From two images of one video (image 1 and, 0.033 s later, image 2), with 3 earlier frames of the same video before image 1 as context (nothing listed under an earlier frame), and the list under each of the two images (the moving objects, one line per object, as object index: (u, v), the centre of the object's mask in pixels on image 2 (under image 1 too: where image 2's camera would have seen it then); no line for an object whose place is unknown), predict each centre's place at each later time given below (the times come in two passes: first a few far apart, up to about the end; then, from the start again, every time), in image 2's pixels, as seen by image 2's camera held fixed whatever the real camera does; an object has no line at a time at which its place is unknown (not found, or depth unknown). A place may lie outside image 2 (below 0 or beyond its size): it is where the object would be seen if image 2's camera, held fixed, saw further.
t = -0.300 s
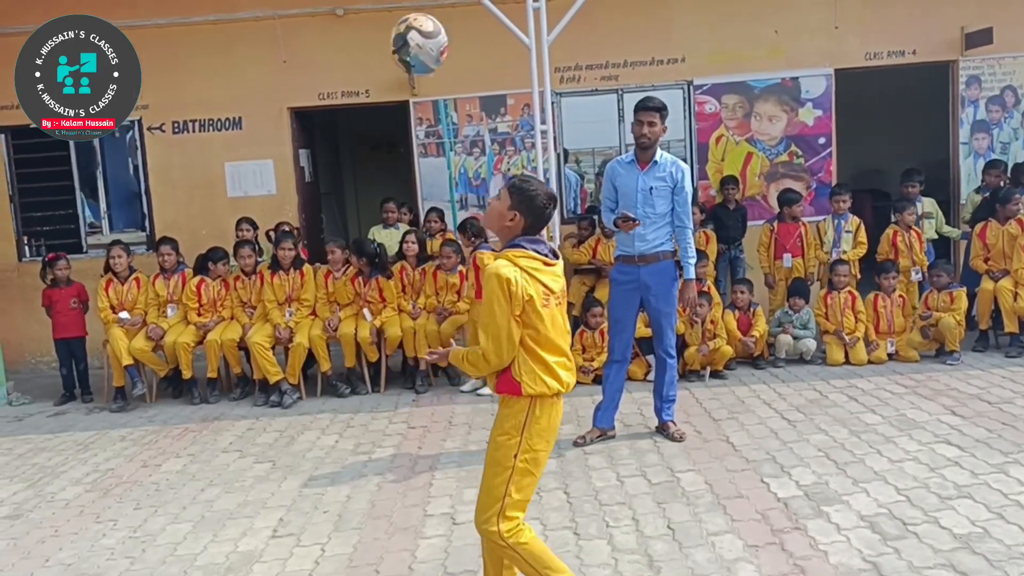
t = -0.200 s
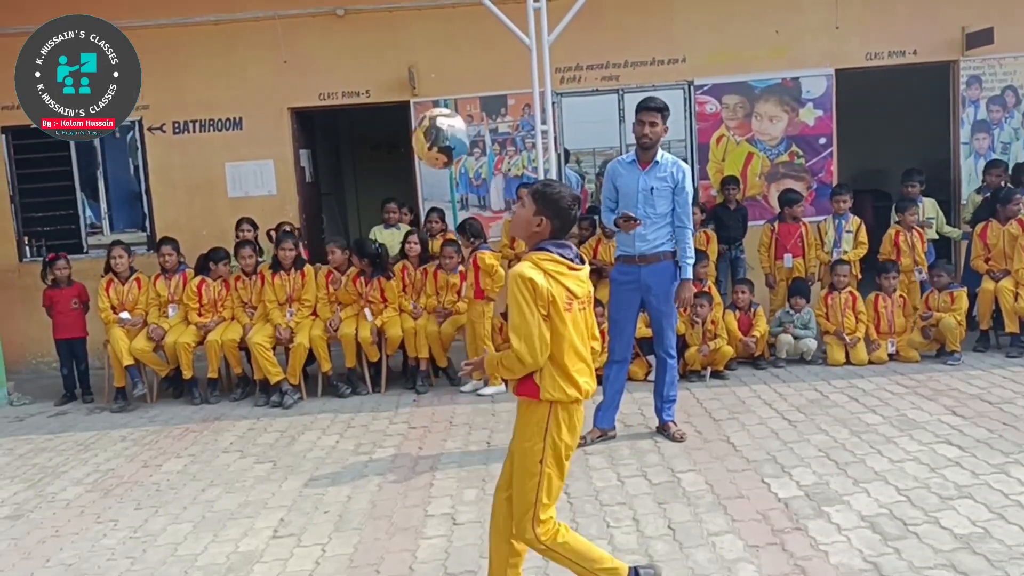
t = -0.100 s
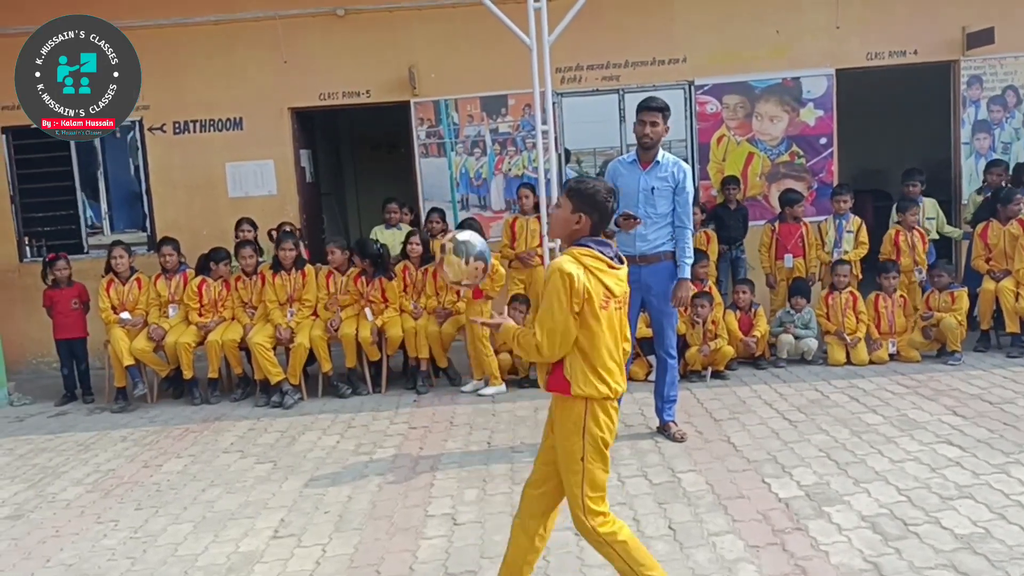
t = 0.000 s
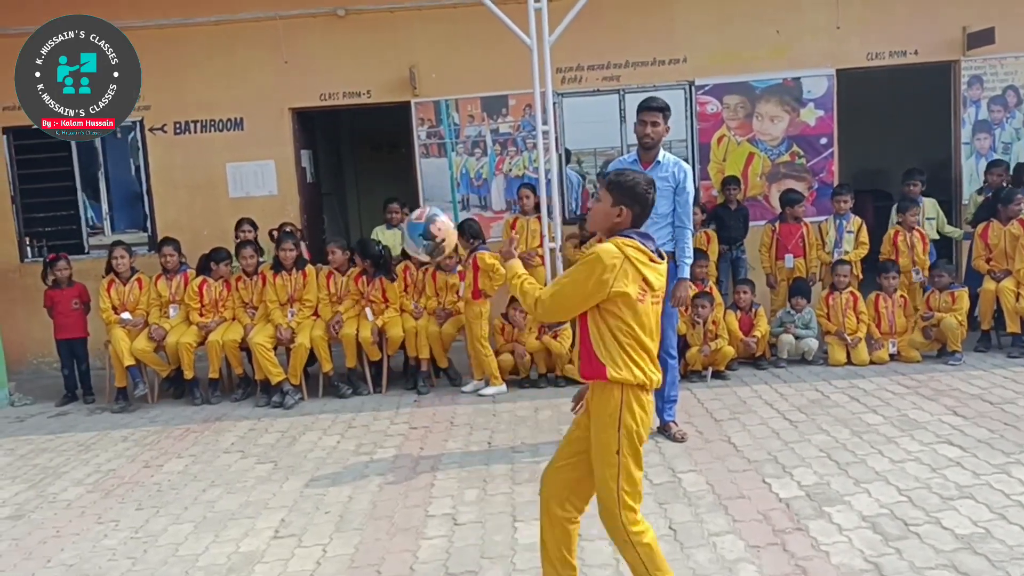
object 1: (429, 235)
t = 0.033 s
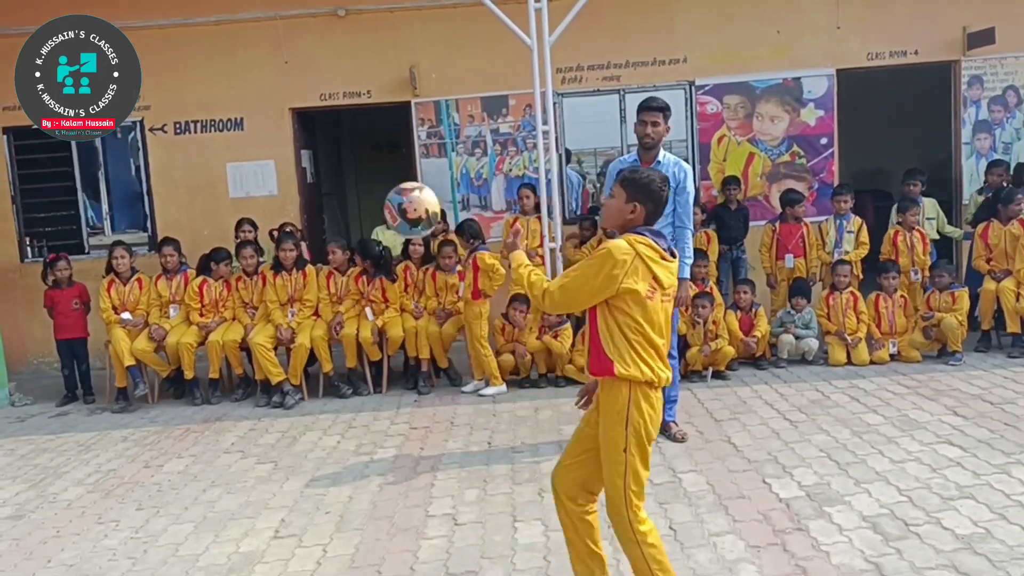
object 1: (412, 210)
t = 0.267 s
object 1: (289, 138)
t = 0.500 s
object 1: (179, 242)
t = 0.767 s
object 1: (97, 556)
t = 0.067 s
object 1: (394, 189)
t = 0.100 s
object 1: (375, 171)
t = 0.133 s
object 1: (355, 158)
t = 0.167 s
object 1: (337, 149)
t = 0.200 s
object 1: (322, 143)
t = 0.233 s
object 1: (306, 139)
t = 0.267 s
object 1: (289, 138)
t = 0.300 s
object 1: (270, 141)
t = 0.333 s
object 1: (253, 150)
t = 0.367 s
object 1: (238, 163)
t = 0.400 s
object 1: (224, 177)
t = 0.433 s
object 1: (210, 195)
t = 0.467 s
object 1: (195, 215)
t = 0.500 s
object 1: (179, 242)
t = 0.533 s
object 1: (165, 272)
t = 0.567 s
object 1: (155, 305)
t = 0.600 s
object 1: (144, 341)
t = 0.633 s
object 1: (133, 378)
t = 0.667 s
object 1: (121, 418)
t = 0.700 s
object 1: (110, 465)
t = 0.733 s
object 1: (102, 514)
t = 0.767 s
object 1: (97, 556)
